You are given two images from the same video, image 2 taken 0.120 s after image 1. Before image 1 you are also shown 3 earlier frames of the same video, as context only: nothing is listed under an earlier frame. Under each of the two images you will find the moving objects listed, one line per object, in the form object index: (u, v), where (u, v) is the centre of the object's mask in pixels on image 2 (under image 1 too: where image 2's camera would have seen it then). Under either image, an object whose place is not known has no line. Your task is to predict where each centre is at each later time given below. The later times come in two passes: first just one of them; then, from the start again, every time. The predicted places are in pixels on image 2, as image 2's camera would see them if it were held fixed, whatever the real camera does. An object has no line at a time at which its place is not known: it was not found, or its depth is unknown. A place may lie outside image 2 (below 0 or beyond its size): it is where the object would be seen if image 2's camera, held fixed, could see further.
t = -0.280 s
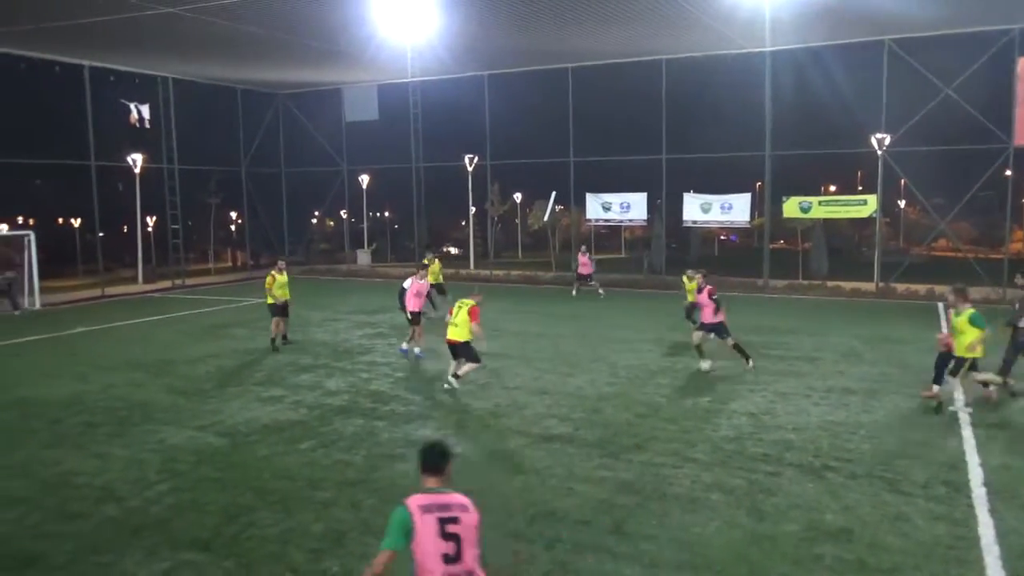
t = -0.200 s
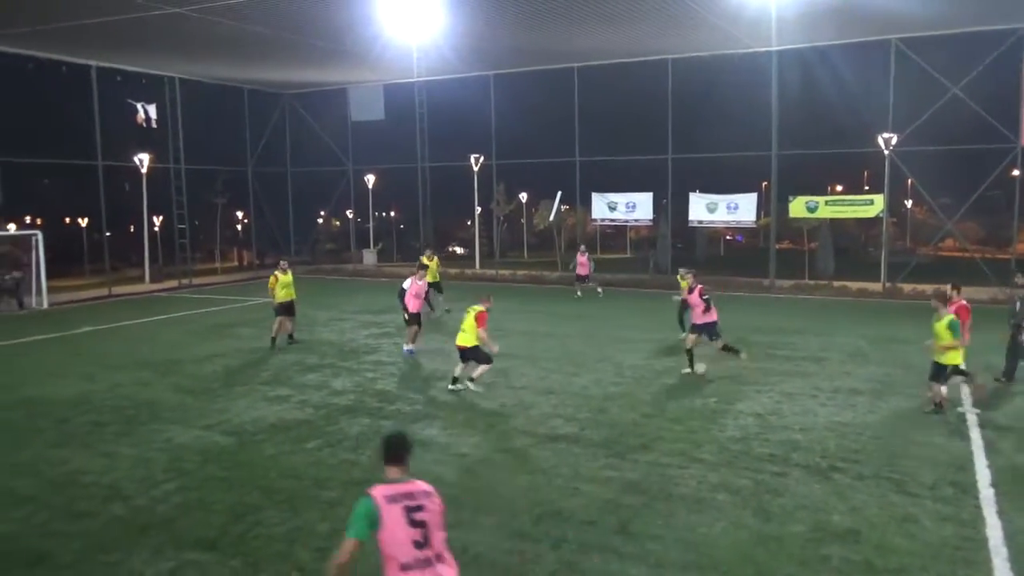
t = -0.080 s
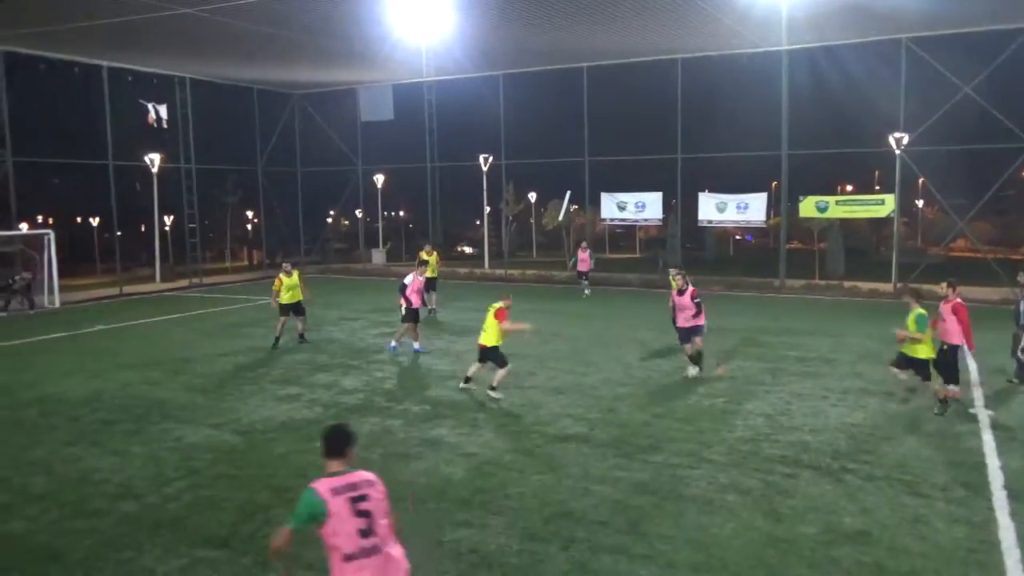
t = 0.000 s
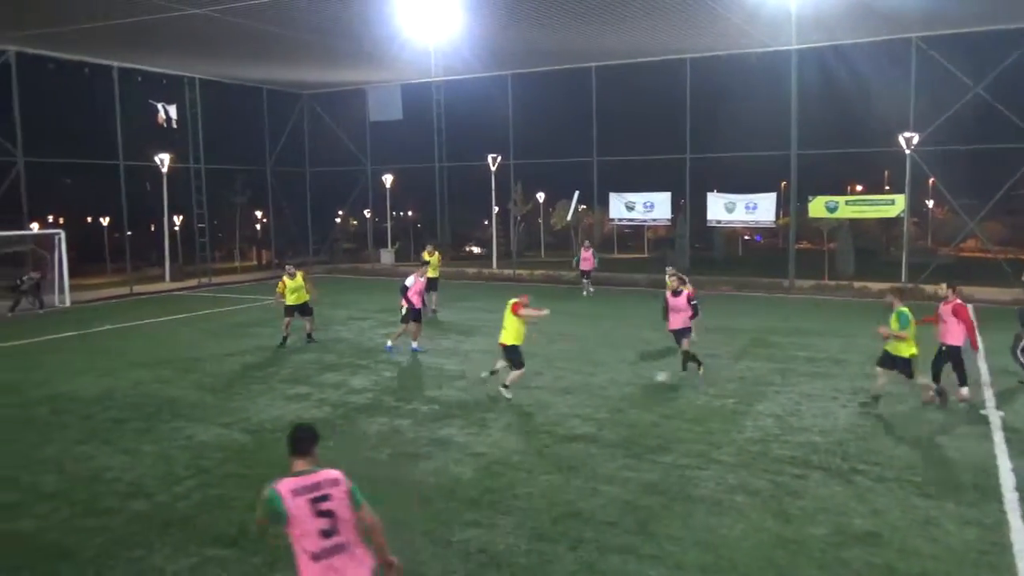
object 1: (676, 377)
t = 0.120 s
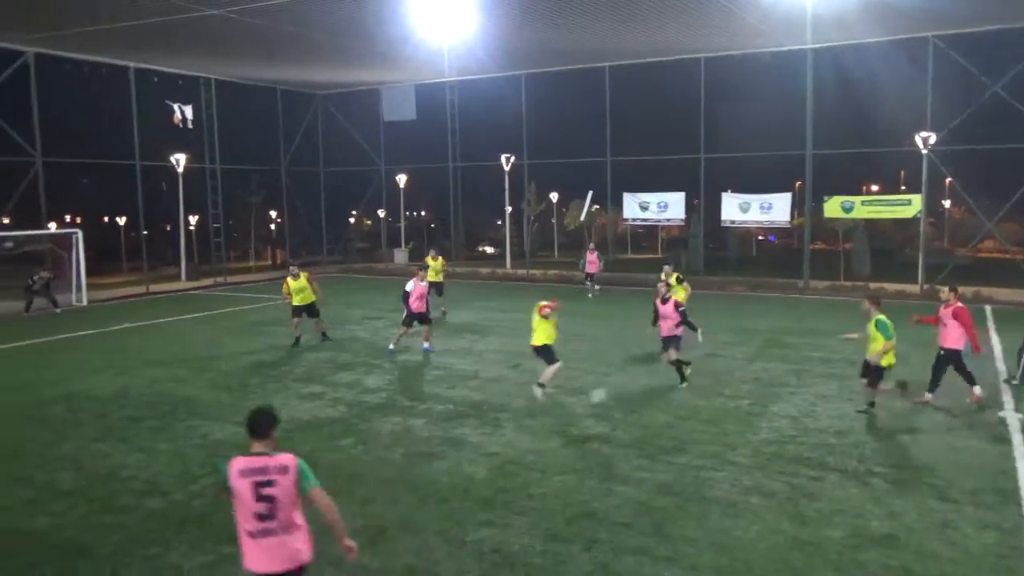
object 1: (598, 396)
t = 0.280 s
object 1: (488, 412)
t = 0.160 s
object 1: (568, 405)
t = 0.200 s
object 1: (544, 409)
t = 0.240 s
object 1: (517, 410)
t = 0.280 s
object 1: (488, 412)
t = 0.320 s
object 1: (458, 416)
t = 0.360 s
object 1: (427, 422)
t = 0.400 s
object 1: (394, 428)
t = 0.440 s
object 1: (360, 440)
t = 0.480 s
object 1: (325, 453)
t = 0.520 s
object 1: (287, 468)
